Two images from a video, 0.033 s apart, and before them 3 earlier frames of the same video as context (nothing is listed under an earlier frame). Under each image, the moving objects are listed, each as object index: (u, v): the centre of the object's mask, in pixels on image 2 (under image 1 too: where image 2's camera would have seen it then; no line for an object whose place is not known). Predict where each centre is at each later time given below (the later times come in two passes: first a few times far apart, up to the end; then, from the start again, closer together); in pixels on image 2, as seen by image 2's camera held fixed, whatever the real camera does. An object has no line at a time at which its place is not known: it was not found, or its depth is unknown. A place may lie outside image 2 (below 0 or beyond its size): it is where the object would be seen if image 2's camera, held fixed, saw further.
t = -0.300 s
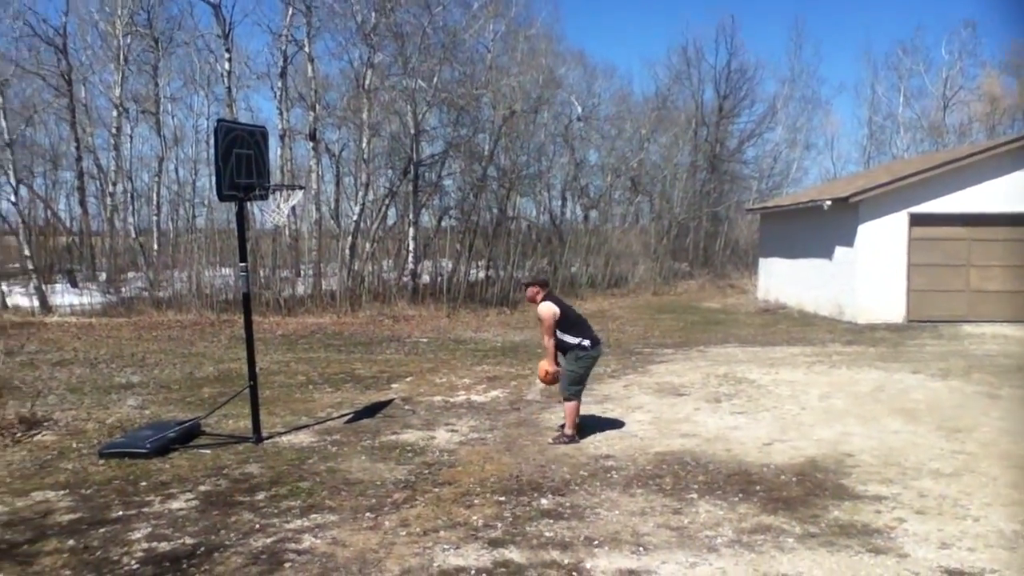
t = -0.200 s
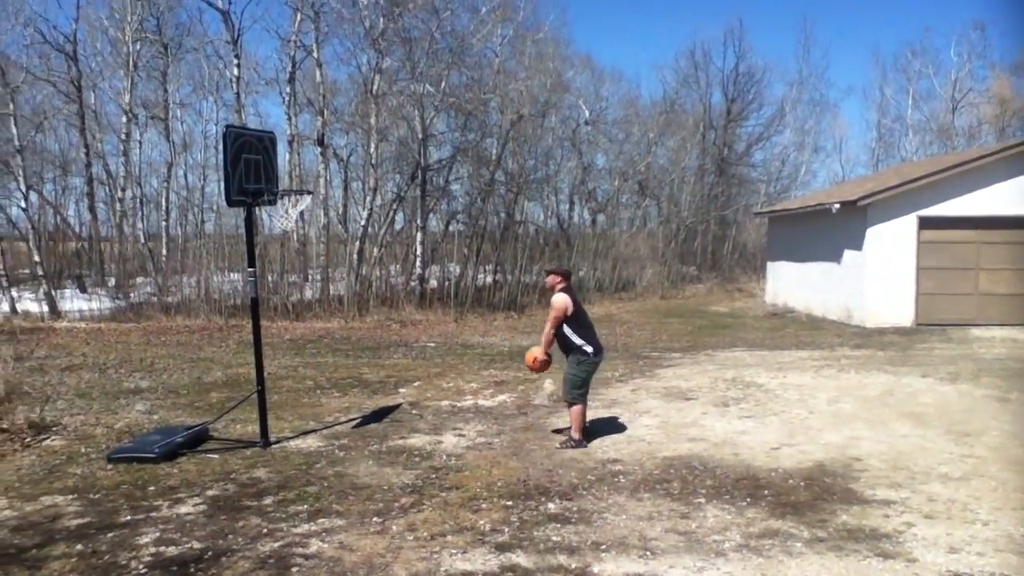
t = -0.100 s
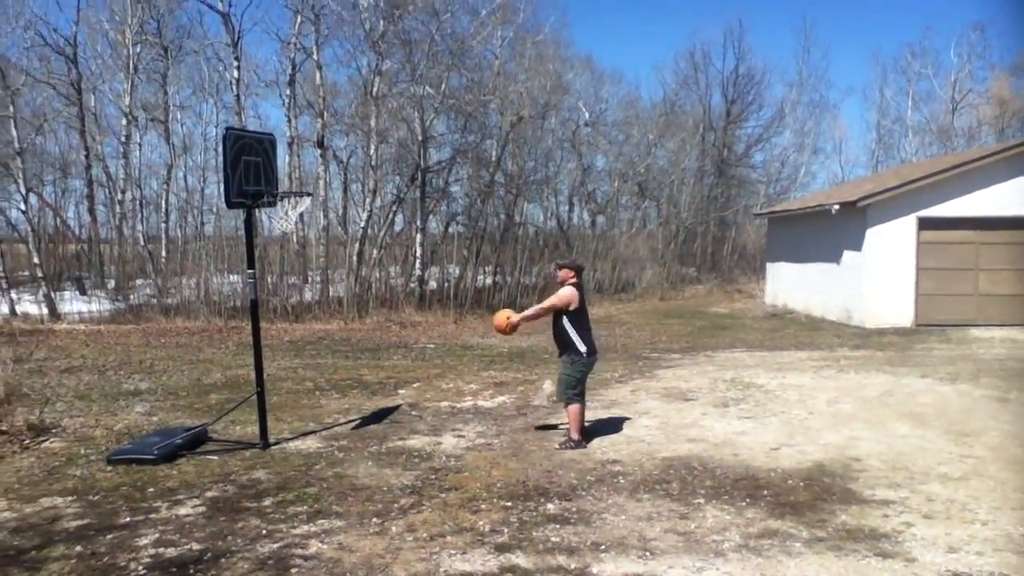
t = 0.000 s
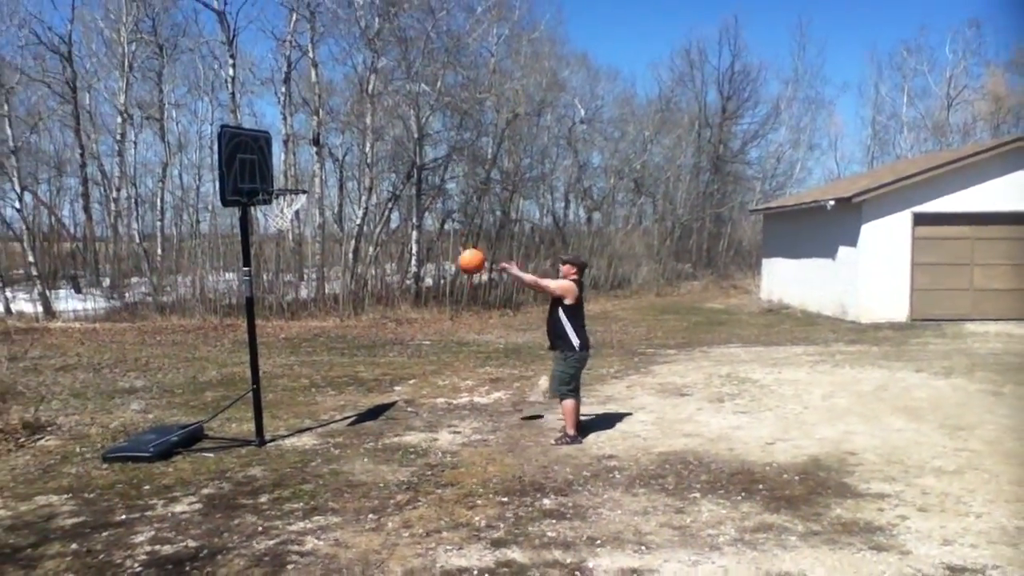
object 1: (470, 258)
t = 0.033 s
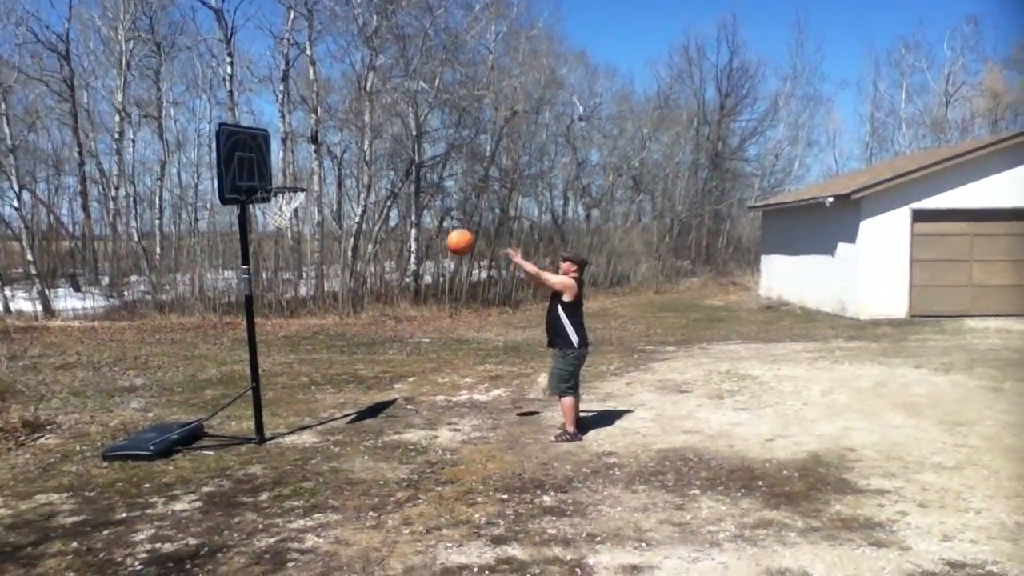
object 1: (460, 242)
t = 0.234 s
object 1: (400, 162)
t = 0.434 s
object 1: (333, 123)
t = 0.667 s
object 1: (263, 137)
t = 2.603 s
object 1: (300, 462)
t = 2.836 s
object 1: (312, 440)
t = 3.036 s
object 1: (323, 487)
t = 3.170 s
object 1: (329, 476)
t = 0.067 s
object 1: (450, 225)
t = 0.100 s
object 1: (441, 210)
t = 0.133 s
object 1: (429, 197)
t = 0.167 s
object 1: (419, 185)
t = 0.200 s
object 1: (409, 173)
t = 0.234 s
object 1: (400, 162)
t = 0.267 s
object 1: (389, 152)
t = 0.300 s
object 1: (379, 144)
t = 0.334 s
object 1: (367, 136)
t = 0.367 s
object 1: (355, 130)
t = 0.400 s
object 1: (344, 126)
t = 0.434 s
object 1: (333, 123)
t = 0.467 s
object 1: (323, 121)
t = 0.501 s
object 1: (314, 121)
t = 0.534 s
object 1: (306, 122)
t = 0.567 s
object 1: (294, 124)
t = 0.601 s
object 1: (283, 128)
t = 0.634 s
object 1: (272, 132)
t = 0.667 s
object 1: (263, 137)
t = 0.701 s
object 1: (253, 143)
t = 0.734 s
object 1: (248, 149)
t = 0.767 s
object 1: (248, 155)
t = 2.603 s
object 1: (300, 462)
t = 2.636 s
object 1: (301, 455)
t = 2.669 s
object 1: (303, 448)
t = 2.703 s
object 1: (304, 443)
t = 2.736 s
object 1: (306, 440)
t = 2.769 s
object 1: (308, 438)
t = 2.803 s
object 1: (310, 438)
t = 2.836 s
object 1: (312, 440)
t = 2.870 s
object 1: (315, 443)
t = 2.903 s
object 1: (316, 448)
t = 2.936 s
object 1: (318, 455)
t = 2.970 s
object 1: (320, 463)
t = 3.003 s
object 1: (322, 474)
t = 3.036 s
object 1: (323, 487)
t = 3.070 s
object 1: (325, 493)
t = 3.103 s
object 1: (326, 486)
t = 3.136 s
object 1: (327, 480)
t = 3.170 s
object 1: (329, 476)
